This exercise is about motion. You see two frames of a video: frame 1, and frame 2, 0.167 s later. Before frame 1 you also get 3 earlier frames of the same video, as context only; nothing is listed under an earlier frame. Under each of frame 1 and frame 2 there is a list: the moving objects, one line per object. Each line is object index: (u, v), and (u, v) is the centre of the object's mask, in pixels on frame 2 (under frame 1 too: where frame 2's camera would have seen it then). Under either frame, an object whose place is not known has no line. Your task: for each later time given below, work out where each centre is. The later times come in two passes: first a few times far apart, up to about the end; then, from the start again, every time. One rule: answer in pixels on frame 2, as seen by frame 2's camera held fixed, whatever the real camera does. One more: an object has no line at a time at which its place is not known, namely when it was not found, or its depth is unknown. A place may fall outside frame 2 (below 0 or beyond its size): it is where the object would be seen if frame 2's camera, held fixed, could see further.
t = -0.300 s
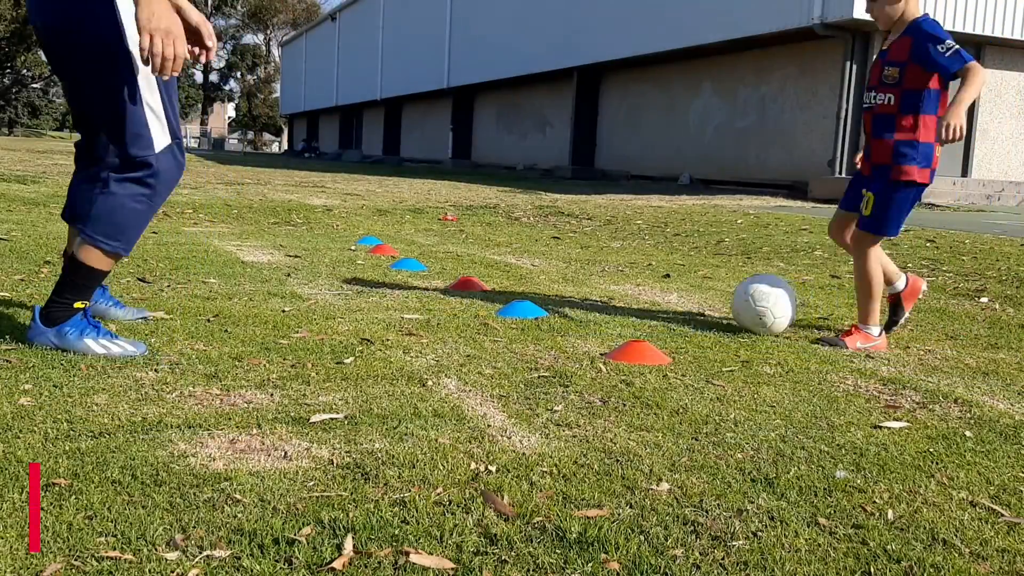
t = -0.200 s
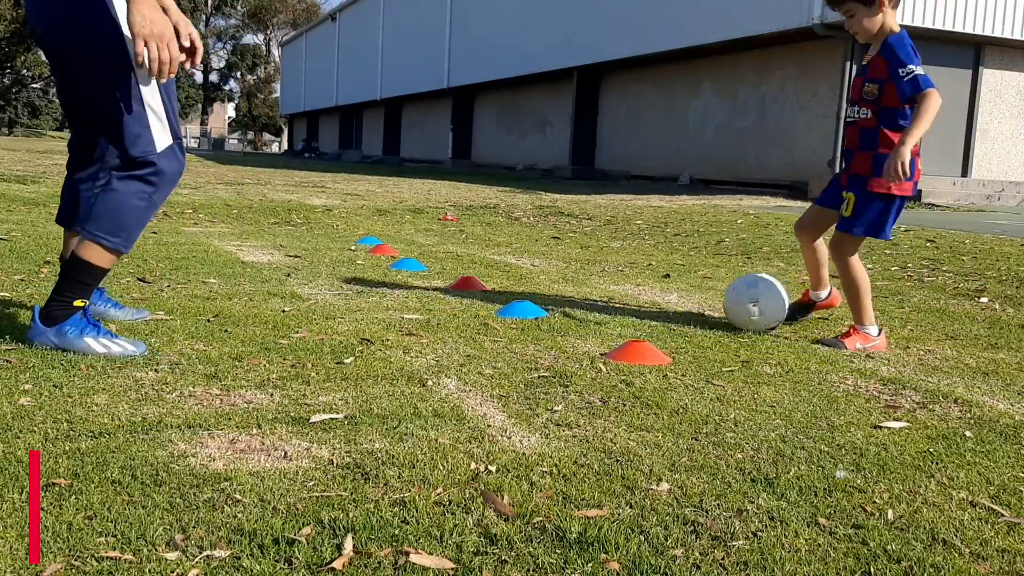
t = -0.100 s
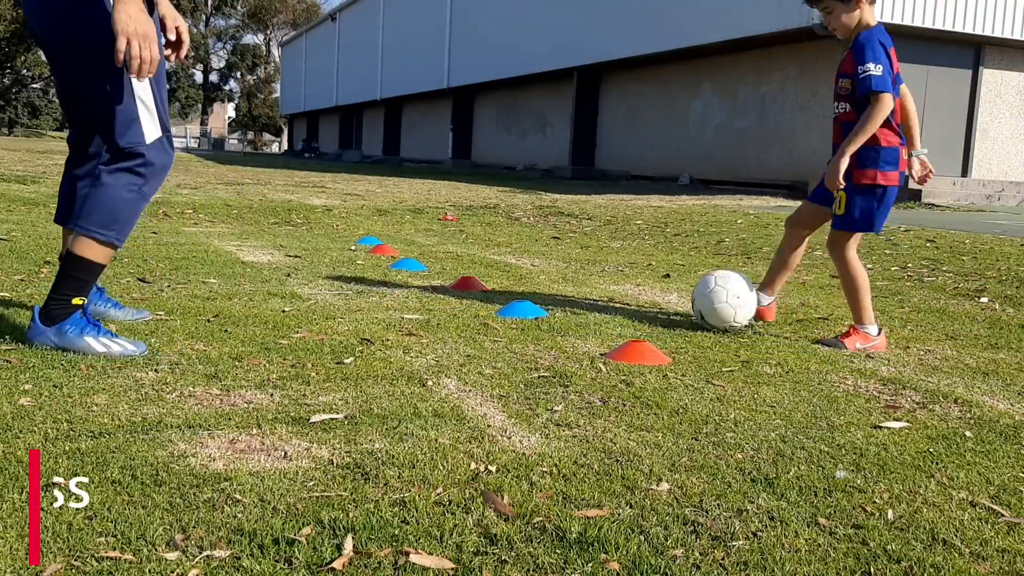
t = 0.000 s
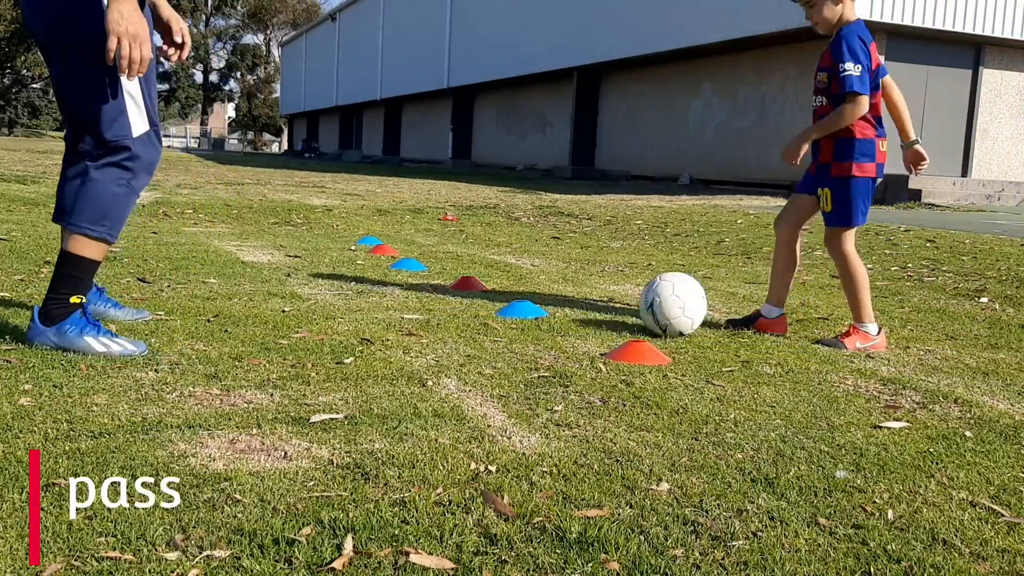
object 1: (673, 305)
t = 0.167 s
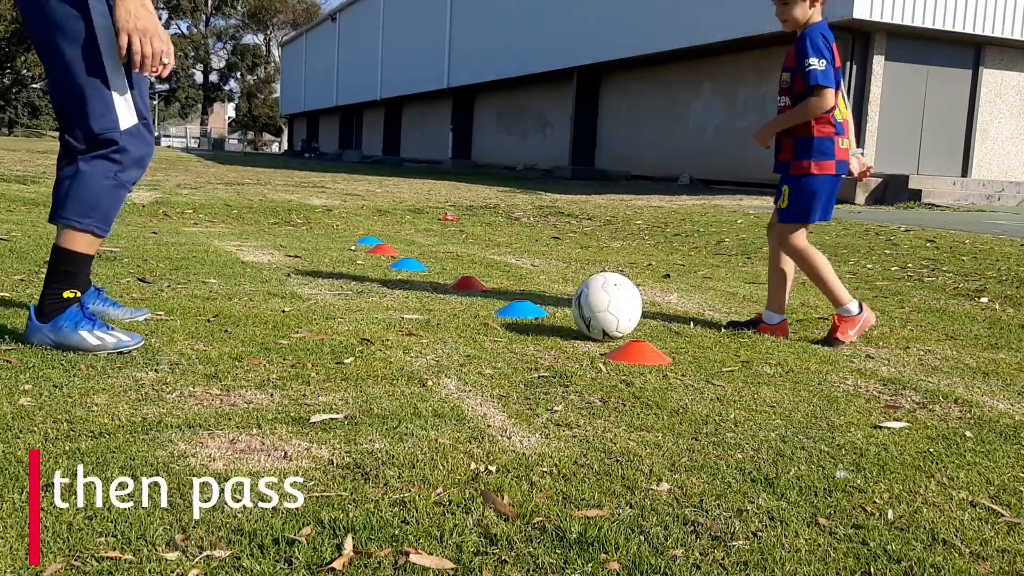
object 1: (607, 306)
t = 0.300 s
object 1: (555, 308)
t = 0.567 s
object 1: (445, 313)
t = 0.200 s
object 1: (595, 307)
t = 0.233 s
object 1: (581, 308)
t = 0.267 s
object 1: (568, 309)
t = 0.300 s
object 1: (555, 308)
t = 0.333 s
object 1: (540, 308)
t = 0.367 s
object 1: (526, 311)
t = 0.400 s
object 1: (513, 312)
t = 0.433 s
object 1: (499, 312)
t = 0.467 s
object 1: (485, 312)
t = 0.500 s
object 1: (472, 310)
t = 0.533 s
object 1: (459, 310)
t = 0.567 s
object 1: (445, 313)
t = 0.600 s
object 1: (431, 313)
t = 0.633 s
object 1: (418, 312)
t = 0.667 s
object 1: (404, 311)
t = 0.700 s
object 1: (390, 312)
